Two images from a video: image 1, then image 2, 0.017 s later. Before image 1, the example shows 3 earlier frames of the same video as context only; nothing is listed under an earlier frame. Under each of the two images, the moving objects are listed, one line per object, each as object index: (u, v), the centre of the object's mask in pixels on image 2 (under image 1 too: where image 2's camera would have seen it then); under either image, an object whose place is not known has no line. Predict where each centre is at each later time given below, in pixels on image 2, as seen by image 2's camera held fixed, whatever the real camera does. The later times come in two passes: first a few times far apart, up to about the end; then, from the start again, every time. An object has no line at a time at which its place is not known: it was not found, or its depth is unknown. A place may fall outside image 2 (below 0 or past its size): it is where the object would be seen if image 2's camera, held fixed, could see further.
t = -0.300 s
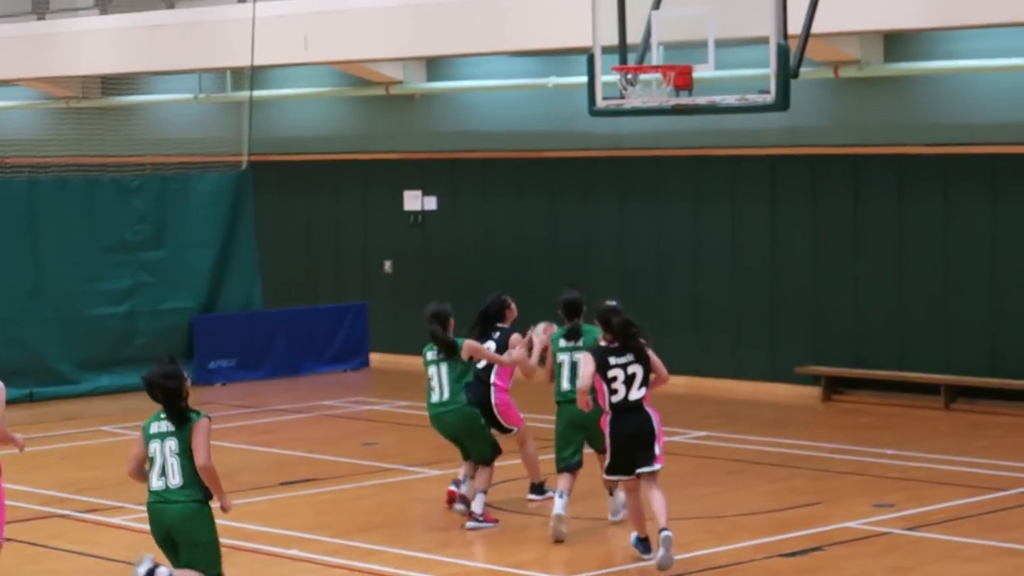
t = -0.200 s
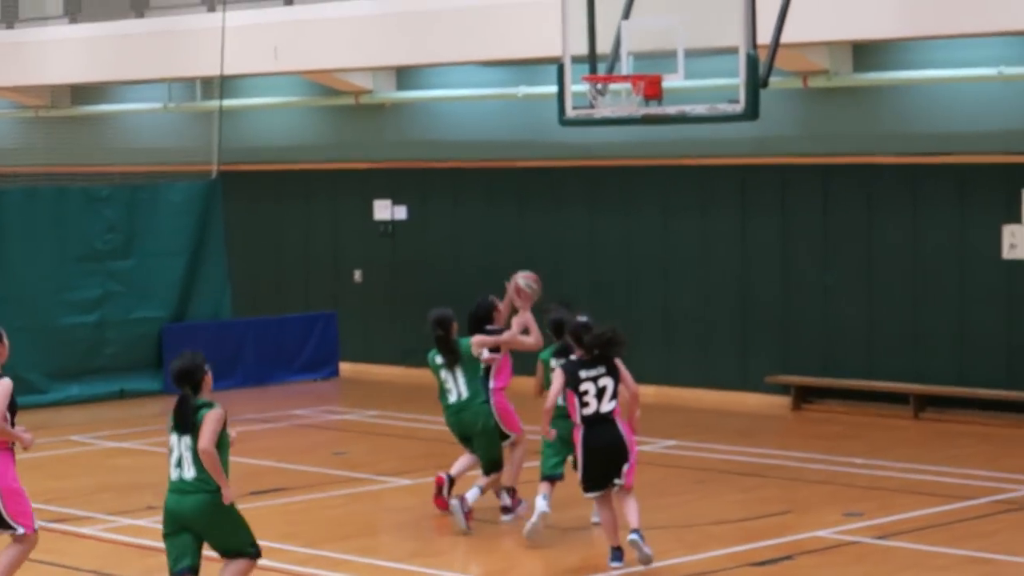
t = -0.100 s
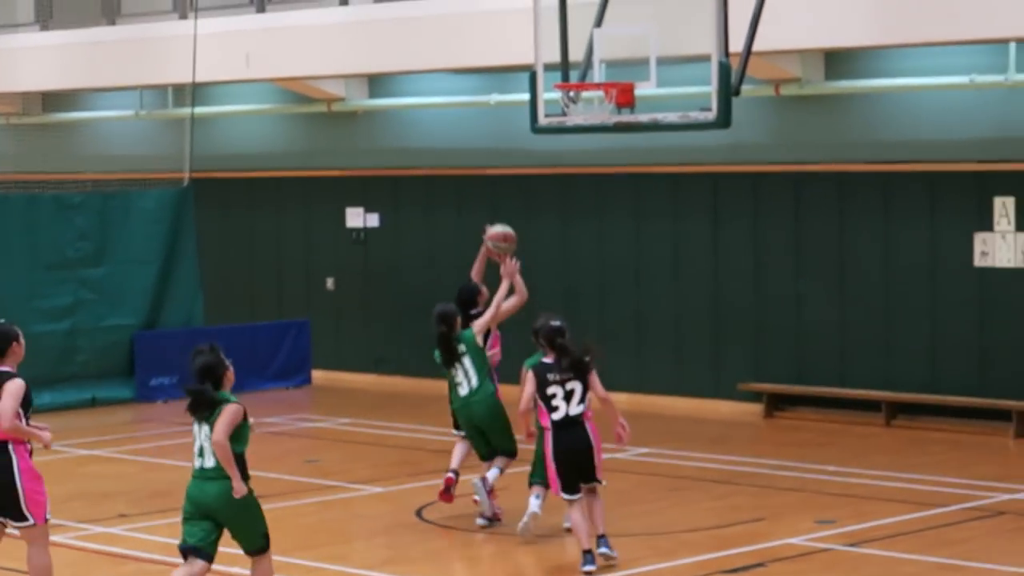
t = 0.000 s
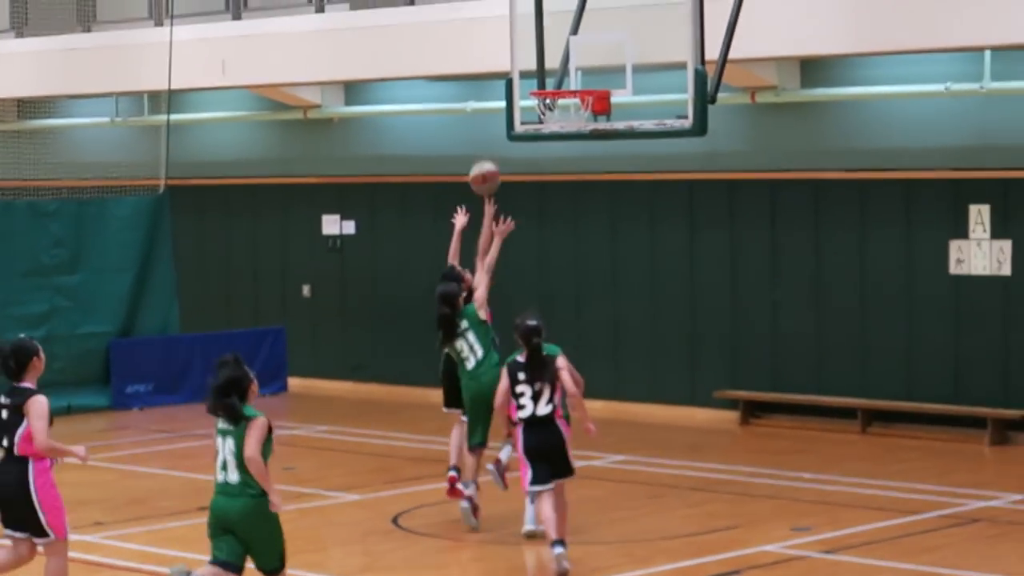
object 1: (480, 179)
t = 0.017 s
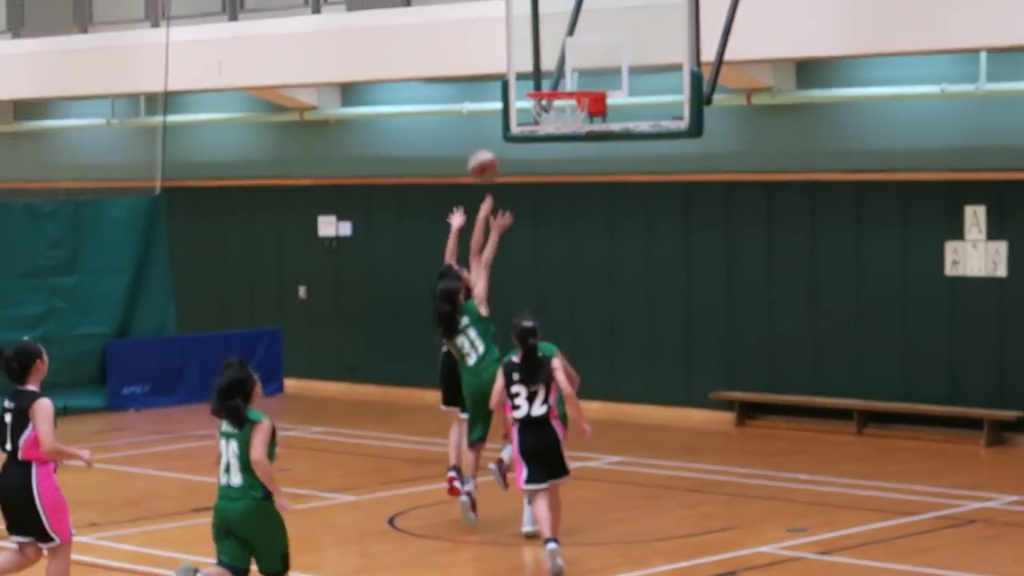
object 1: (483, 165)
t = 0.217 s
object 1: (519, 50)
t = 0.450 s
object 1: (561, -18)
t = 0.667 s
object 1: (600, -16)
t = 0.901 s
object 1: (589, 56)
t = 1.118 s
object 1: (582, 27)
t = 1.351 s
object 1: (578, 22)
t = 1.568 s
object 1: (575, 87)
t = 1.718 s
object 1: (574, 175)
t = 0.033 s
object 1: (486, 154)
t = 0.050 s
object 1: (490, 143)
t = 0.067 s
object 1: (493, 132)
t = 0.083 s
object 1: (496, 121)
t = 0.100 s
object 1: (498, 110)
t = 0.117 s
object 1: (502, 100)
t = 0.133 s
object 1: (504, 90)
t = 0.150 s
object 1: (507, 83)
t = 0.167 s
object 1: (510, 74)
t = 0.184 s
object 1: (513, 65)
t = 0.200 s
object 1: (516, 57)
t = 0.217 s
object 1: (519, 50)
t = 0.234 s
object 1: (523, 42)
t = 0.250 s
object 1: (525, 35)
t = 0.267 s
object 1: (529, 29)
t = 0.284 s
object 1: (532, 22)
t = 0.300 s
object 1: (534, 16)
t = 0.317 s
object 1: (537, 11)
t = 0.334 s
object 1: (540, 5)
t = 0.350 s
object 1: (543, 1)
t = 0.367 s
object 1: (546, -3)
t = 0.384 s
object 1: (549, -7)
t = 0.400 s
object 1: (552, -11)
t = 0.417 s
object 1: (556, -14)
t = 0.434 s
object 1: (559, -16)
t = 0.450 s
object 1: (561, -18)
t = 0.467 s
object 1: (564, -19)
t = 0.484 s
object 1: (567, -20)
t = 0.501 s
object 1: (570, -21)
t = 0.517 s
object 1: (573, -21)
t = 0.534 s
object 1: (576, -22)
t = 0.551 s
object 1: (579, -22)
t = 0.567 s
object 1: (582, -22)
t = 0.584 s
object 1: (585, -21)
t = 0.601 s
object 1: (588, -21)
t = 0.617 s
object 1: (591, -21)
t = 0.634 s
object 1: (594, -19)
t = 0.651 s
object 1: (597, -18)
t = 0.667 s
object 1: (600, -16)
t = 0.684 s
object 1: (603, -12)
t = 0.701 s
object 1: (602, -10)
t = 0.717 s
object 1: (600, -7)
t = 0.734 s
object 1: (600, -4)
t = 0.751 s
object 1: (598, 2)
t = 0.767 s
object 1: (598, 7)
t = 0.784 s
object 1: (597, 11)
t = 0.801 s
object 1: (595, 17)
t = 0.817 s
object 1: (595, 22)
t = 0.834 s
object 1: (593, 28)
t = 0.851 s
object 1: (593, 35)
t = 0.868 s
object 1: (592, 42)
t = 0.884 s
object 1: (591, 49)
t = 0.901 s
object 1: (589, 56)
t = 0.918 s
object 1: (588, 64)
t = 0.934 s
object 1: (587, 72)
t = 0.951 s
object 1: (586, 75)
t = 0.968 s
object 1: (586, 69)
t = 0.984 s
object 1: (586, 63)
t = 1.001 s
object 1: (586, 57)
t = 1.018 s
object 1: (585, 51)
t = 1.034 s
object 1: (585, 46)
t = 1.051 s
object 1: (584, 42)
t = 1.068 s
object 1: (584, 38)
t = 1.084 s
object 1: (584, 34)
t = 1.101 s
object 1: (583, 30)
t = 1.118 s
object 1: (582, 27)
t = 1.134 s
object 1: (582, 24)
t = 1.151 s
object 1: (582, 22)
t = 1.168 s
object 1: (582, 20)
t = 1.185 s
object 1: (582, 18)
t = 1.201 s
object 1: (582, 16)
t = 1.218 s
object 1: (581, 16)
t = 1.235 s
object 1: (581, 15)
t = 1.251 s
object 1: (580, 15)
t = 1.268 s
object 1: (580, 16)
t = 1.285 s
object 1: (580, 17)
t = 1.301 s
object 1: (579, 17)
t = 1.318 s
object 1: (579, 18)
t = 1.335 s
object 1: (579, 20)
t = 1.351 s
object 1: (578, 22)
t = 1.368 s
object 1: (578, 25)
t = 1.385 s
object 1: (578, 28)
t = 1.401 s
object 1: (578, 31)
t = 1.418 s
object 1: (578, 35)
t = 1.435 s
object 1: (577, 39)
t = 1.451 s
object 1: (577, 44)
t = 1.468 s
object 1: (577, 49)
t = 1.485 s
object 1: (576, 54)
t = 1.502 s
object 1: (576, 60)
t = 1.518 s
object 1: (576, 67)
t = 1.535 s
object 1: (576, 73)
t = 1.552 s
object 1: (575, 79)
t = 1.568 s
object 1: (575, 87)
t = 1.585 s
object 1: (574, 95)
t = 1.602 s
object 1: (573, 104)
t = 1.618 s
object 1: (574, 113)
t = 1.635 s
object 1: (575, 122)
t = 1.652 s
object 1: (575, 131)
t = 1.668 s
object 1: (575, 142)
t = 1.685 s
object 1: (575, 152)
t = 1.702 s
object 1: (575, 163)
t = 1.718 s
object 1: (574, 175)
